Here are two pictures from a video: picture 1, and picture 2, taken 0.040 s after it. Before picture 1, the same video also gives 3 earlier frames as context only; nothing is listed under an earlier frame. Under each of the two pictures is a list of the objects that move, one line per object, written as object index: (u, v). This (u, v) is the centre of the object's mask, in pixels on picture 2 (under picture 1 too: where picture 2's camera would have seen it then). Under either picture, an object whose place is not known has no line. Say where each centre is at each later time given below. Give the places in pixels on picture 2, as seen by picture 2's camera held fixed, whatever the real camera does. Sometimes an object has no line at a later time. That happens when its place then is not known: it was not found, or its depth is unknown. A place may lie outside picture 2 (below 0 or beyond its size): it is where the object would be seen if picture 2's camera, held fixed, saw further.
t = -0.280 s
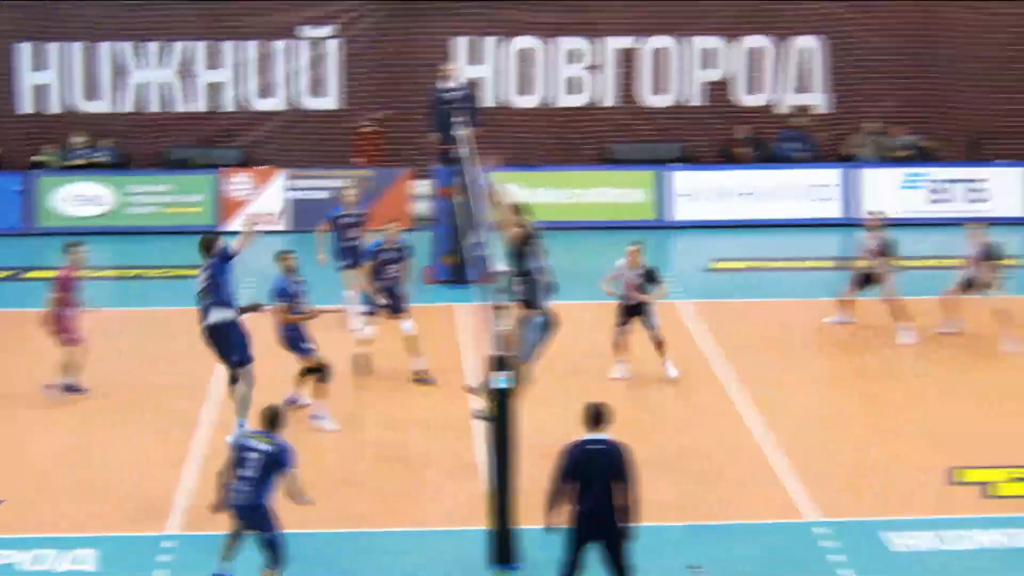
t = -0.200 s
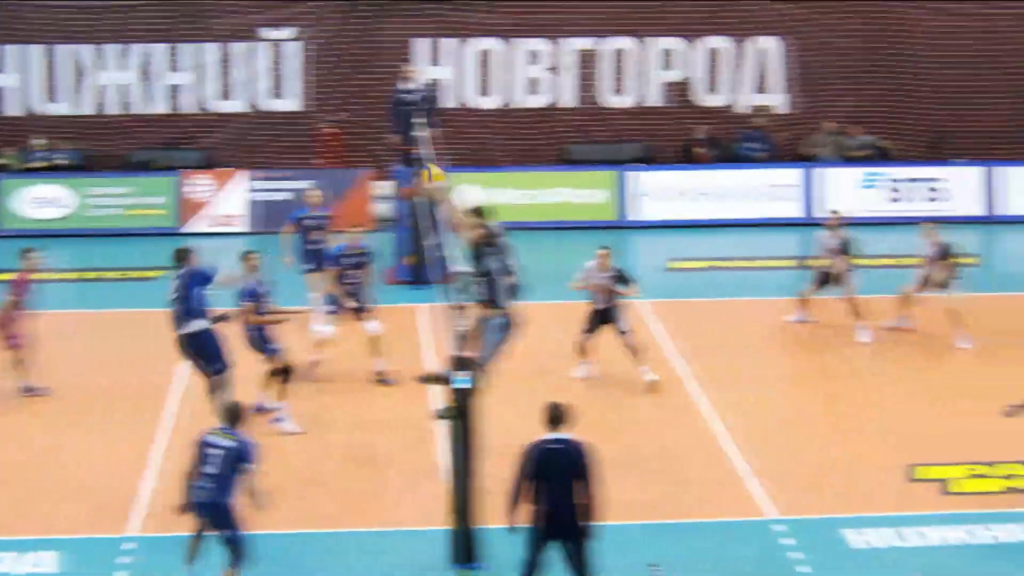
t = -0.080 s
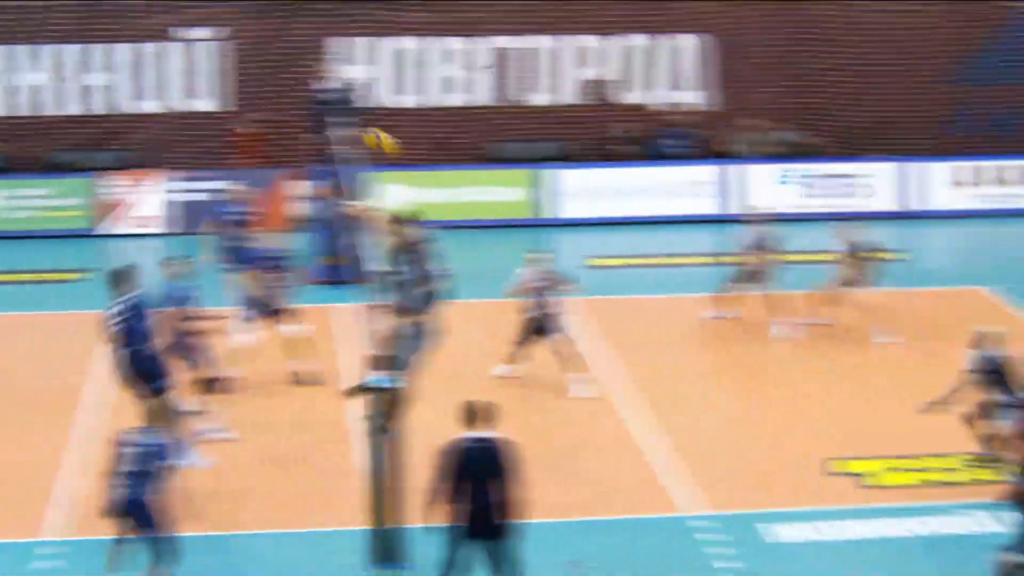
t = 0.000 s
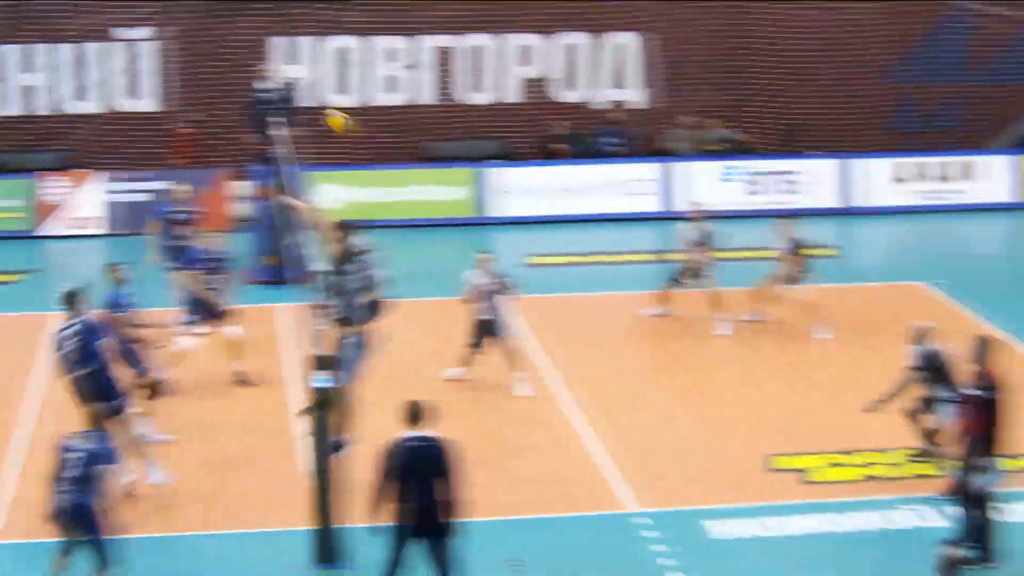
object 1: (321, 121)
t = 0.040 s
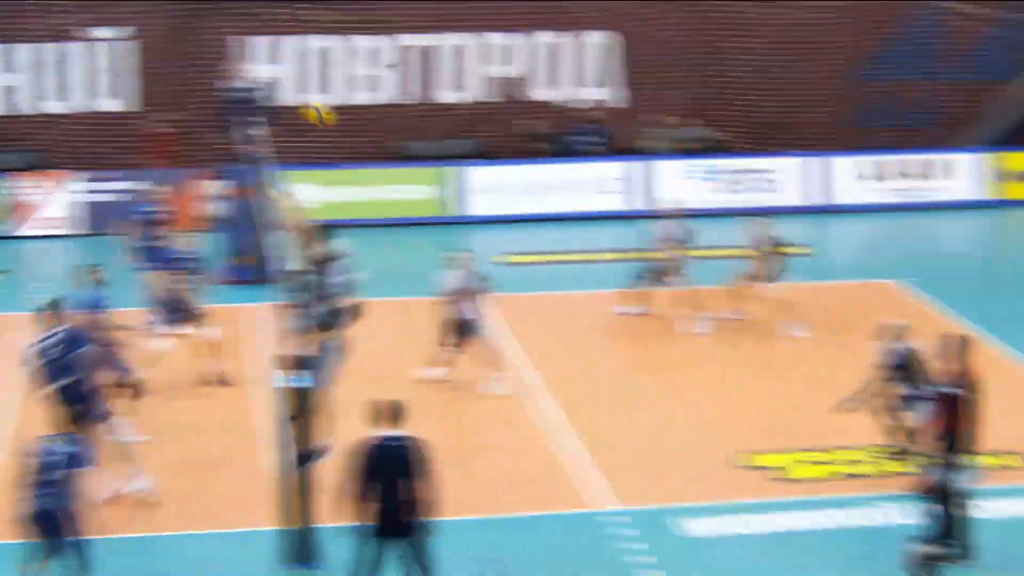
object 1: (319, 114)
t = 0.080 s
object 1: (336, 106)
